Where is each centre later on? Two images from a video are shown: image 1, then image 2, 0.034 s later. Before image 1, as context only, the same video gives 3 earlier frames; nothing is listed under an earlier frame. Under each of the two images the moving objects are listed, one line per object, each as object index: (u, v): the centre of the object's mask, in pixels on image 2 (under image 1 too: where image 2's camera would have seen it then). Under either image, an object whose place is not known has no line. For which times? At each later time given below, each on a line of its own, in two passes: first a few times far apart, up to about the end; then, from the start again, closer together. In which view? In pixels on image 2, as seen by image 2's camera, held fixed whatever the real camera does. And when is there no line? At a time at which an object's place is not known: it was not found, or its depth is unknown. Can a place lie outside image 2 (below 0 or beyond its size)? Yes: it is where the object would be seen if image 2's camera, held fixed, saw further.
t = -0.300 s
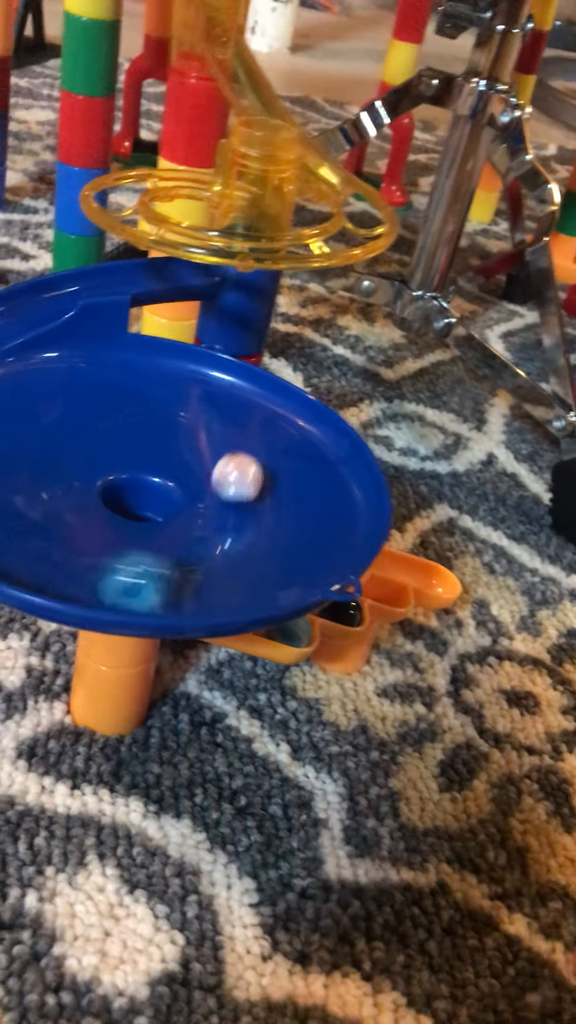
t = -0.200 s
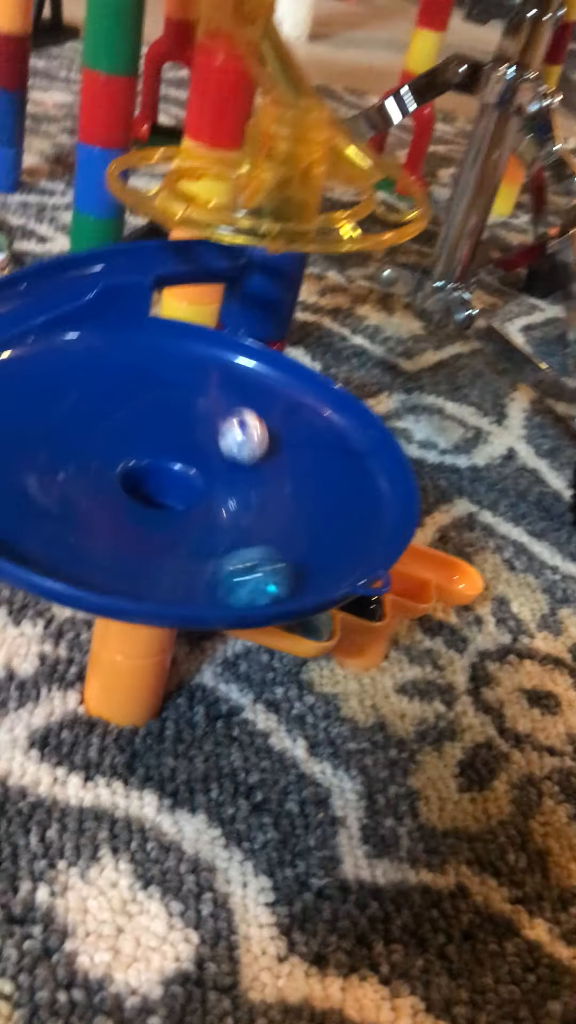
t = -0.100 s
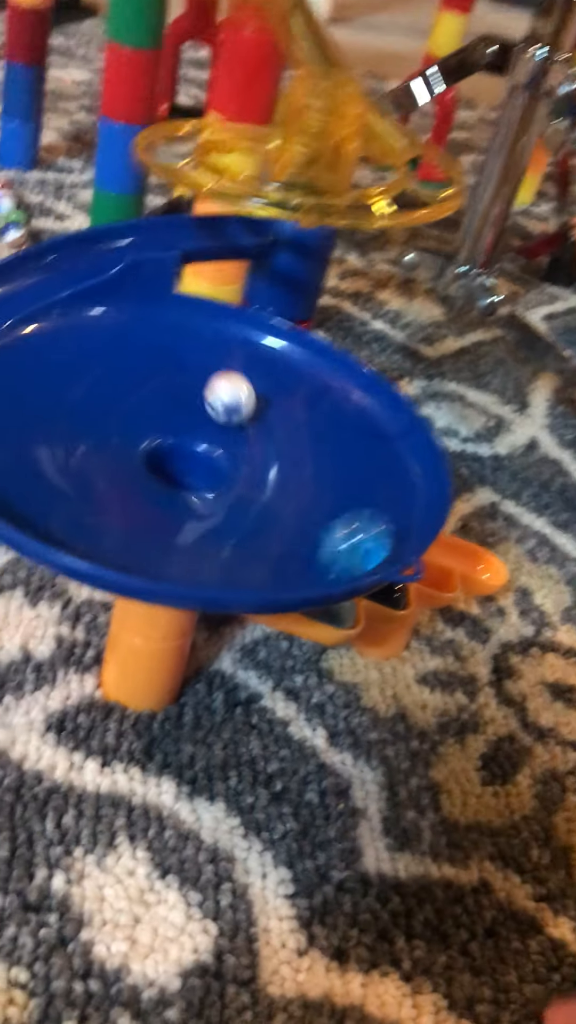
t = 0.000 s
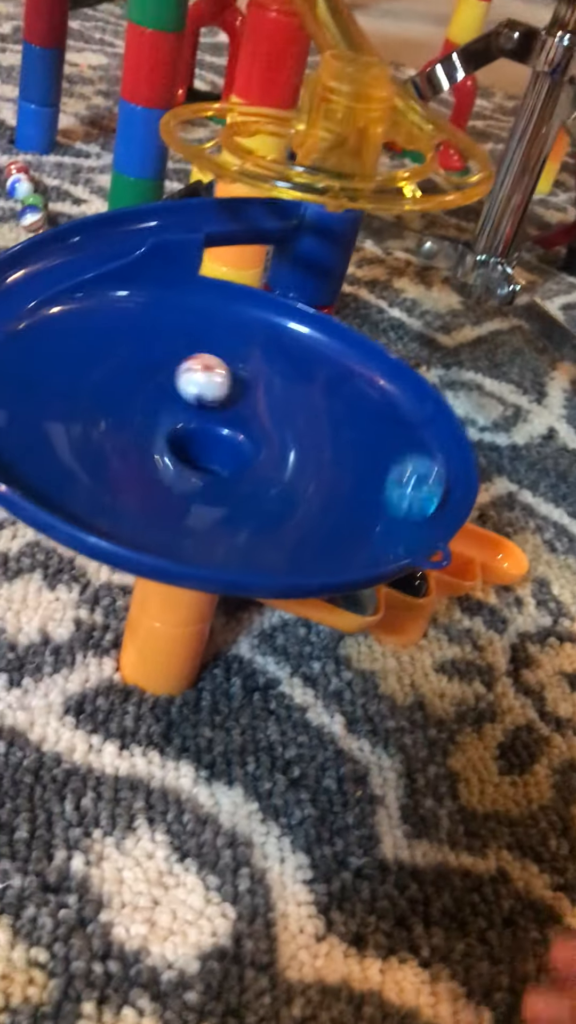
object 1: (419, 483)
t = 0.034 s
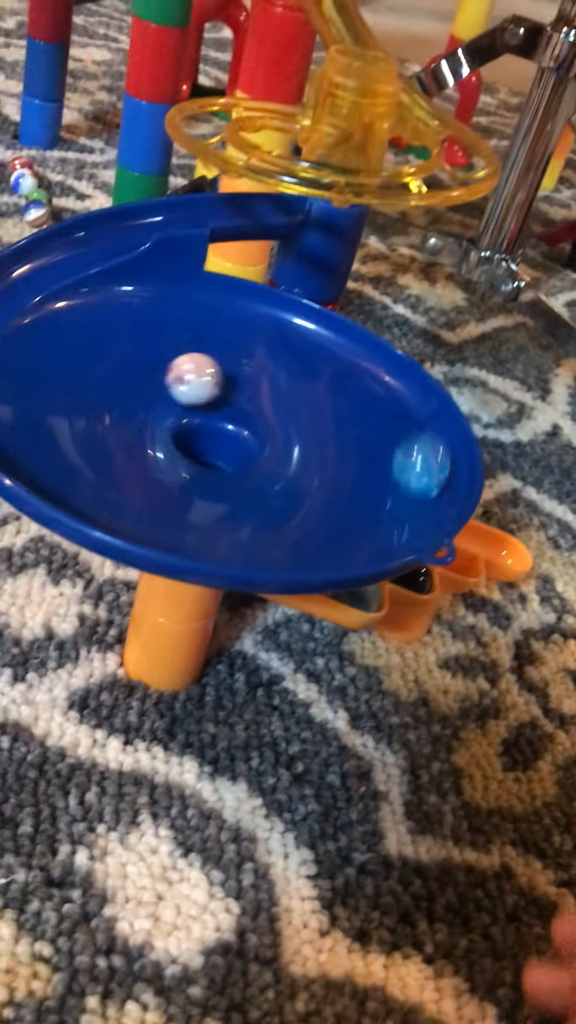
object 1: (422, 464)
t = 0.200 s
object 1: (382, 379)
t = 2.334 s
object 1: (290, 528)
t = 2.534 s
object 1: (393, 497)
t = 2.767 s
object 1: (365, 394)
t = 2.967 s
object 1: (264, 333)
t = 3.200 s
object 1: (144, 353)
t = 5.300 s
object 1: (334, 374)
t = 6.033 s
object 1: (275, 497)
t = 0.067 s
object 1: (420, 447)
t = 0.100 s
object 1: (414, 430)
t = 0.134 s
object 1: (405, 411)
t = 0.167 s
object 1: (394, 395)
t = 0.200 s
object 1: (382, 379)
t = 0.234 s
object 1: (365, 365)
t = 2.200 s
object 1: (189, 491)
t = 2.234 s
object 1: (213, 504)
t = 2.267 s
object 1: (240, 513)
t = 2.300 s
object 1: (264, 521)
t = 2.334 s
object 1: (290, 528)
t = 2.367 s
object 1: (314, 530)
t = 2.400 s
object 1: (336, 529)
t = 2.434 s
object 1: (355, 525)
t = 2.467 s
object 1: (372, 518)
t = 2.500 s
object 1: (384, 509)
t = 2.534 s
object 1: (393, 497)
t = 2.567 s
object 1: (399, 484)
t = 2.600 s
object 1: (401, 469)
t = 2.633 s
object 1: (399, 454)
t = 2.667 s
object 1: (394, 440)
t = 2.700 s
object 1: (388, 425)
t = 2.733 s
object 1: (377, 408)
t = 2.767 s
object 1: (365, 394)
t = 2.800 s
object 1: (350, 383)
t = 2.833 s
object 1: (334, 367)
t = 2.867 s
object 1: (320, 356)
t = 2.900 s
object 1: (301, 347)
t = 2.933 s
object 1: (284, 340)
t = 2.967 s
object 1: (264, 333)
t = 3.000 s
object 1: (245, 329)
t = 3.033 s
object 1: (227, 325)
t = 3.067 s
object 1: (209, 326)
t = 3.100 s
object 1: (191, 327)
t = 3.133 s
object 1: (174, 334)
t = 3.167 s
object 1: (158, 342)
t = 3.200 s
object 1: (144, 353)
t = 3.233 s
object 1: (135, 368)
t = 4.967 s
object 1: (338, 489)
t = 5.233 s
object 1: (361, 397)
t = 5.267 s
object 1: (348, 387)
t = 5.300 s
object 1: (334, 374)
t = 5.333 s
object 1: (318, 365)
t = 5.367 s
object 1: (301, 358)
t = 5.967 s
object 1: (226, 487)
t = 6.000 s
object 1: (249, 492)
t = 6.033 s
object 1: (275, 497)
